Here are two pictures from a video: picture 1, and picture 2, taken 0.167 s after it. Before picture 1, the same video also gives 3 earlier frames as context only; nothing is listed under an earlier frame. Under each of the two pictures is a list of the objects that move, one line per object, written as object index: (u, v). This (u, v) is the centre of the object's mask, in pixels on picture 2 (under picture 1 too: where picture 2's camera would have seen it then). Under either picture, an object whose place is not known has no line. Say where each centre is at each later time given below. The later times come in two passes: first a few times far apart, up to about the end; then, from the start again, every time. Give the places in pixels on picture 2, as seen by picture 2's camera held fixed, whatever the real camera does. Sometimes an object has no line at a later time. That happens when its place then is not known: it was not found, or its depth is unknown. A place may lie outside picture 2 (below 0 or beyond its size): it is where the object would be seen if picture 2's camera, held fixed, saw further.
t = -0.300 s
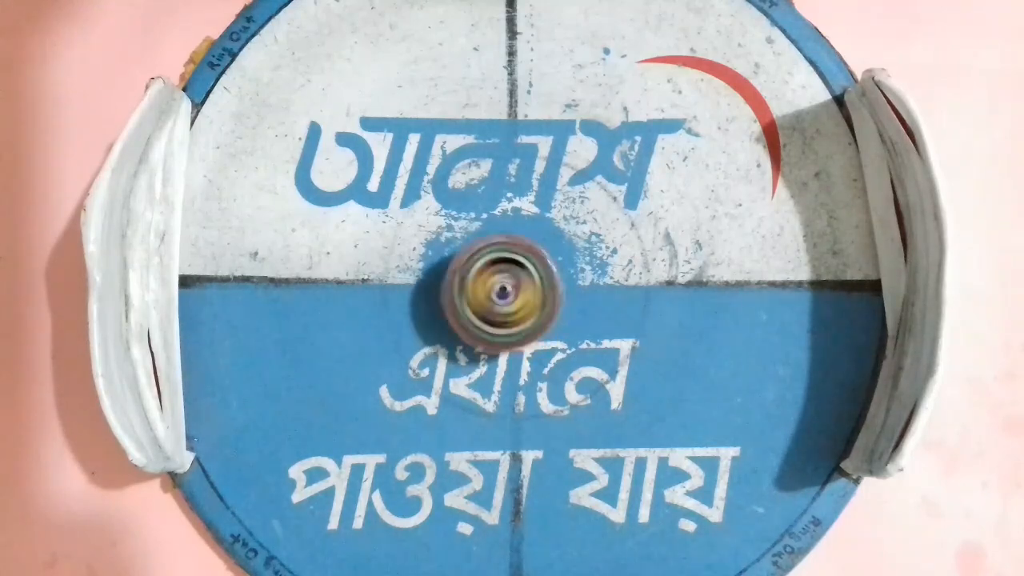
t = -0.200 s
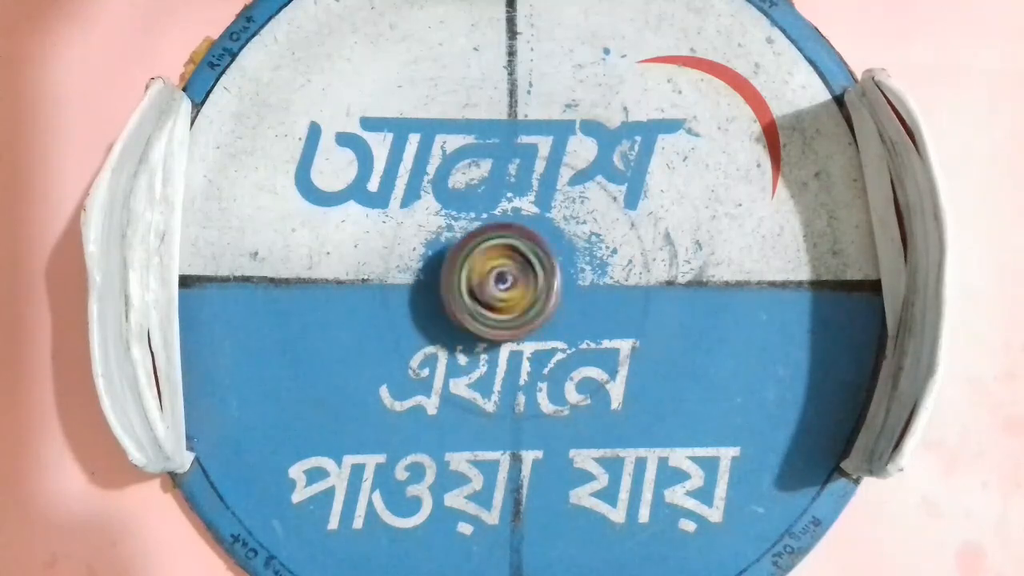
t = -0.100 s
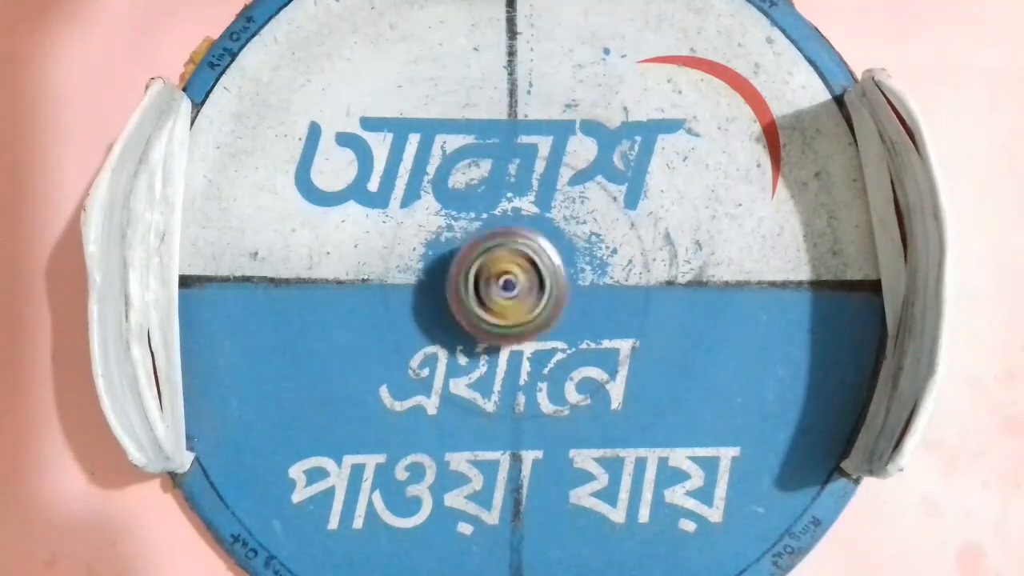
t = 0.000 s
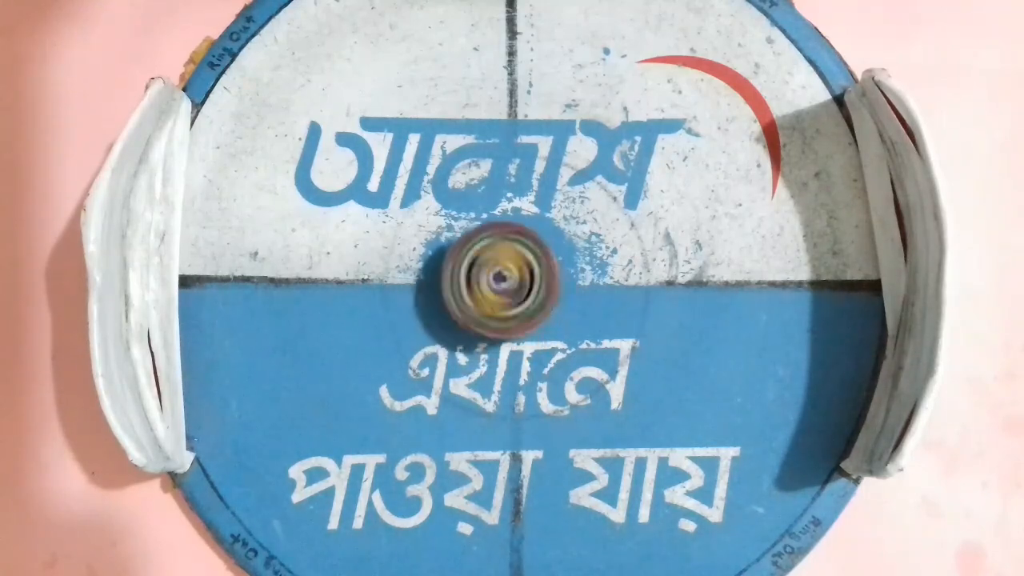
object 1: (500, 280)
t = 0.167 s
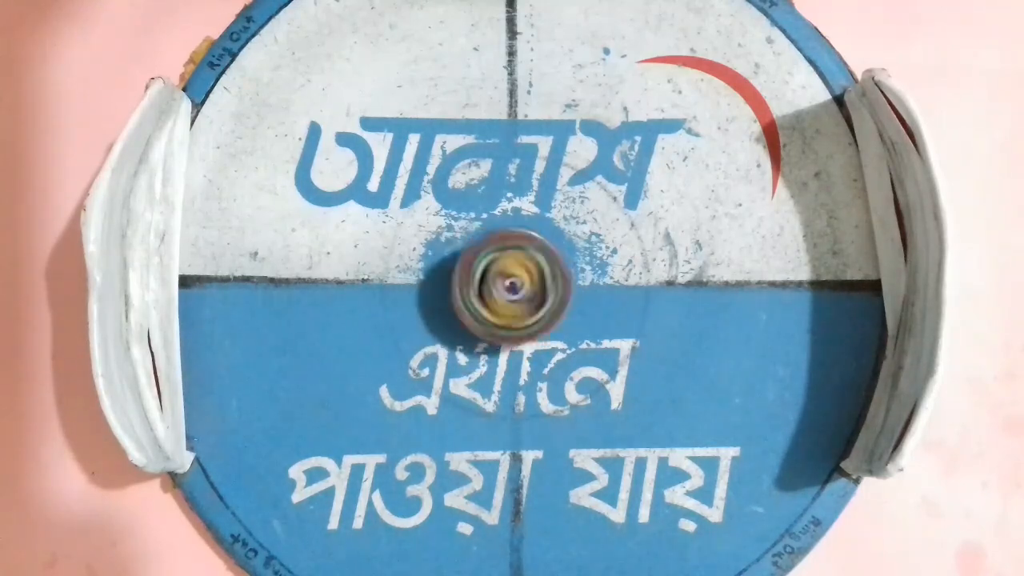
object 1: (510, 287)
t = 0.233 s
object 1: (504, 282)
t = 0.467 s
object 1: (505, 287)
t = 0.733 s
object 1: (494, 293)
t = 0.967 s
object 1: (484, 293)
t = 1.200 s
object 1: (487, 287)
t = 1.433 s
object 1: (500, 286)
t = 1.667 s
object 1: (505, 292)
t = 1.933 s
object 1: (498, 294)
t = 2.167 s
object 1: (496, 284)
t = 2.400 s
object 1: (492, 285)
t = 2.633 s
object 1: (492, 300)
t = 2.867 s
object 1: (500, 302)
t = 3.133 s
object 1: (510, 294)
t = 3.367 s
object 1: (497, 294)
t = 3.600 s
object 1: (496, 298)
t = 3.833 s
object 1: (501, 282)
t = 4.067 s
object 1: (496, 286)
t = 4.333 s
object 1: (505, 277)
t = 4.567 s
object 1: (508, 282)
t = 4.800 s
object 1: (504, 286)
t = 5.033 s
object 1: (521, 288)
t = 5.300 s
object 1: (509, 288)
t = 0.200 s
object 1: (505, 287)
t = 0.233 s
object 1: (504, 282)
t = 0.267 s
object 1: (508, 278)
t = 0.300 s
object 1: (514, 276)
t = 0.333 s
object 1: (517, 280)
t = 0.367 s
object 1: (517, 285)
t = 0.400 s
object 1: (512, 289)
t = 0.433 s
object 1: (508, 289)
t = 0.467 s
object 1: (505, 287)
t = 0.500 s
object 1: (506, 284)
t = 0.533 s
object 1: (509, 282)
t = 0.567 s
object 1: (513, 285)
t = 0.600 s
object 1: (512, 290)
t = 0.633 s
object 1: (509, 295)
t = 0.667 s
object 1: (502, 298)
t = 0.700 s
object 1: (496, 296)
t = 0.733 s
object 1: (494, 293)
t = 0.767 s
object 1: (495, 289)
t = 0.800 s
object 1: (499, 288)
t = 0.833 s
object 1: (502, 289)
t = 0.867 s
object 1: (501, 295)
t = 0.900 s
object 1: (496, 298)
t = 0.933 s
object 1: (488, 297)
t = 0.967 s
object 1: (484, 293)
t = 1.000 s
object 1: (484, 286)
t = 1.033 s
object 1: (488, 281)
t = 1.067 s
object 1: (493, 280)
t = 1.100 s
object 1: (496, 282)
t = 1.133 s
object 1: (495, 286)
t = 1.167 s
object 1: (491, 288)
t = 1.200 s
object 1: (487, 287)
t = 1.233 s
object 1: (486, 282)
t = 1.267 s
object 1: (487, 277)
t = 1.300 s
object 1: (493, 273)
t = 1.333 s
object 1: (499, 273)
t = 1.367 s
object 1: (505, 278)
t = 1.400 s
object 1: (503, 283)
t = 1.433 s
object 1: (500, 286)
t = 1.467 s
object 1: (497, 286)
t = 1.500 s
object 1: (494, 282)
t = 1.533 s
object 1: (496, 278)
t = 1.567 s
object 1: (500, 277)
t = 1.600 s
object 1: (505, 279)
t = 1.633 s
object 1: (507, 285)
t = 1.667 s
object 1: (505, 292)
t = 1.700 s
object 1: (500, 296)
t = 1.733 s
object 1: (494, 296)
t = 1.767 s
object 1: (491, 295)
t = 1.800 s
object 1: (490, 292)
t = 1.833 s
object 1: (491, 289)
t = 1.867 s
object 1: (494, 290)
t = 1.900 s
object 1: (496, 290)
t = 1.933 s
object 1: (498, 294)
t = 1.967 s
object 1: (494, 299)
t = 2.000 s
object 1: (488, 300)
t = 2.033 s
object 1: (484, 298)
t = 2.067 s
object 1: (481, 293)
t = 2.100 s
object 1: (483, 287)
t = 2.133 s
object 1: (489, 282)
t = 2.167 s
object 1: (496, 284)
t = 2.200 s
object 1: (499, 288)
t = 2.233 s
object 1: (498, 293)
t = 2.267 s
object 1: (495, 295)
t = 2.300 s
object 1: (492, 294)
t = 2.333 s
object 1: (491, 291)
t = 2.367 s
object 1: (491, 288)
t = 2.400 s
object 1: (492, 285)
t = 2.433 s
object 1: (497, 285)
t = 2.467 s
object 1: (503, 287)
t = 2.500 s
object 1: (505, 292)
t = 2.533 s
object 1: (504, 298)
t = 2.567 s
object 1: (499, 303)
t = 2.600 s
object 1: (494, 302)
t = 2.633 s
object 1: (492, 300)
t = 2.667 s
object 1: (491, 297)
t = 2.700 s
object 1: (492, 294)
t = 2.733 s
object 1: (496, 292)
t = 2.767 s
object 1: (501, 292)
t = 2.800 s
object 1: (503, 296)
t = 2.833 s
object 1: (503, 300)
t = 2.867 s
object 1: (500, 302)
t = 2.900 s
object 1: (496, 302)
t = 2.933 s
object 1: (493, 300)
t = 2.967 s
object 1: (492, 297)
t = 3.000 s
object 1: (492, 293)
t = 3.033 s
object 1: (495, 289)
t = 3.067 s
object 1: (501, 289)
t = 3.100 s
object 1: (505, 291)
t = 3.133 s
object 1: (510, 294)
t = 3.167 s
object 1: (509, 300)
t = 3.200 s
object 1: (505, 302)
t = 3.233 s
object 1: (502, 302)
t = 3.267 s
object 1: (499, 302)
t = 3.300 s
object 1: (496, 299)
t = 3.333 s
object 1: (495, 297)
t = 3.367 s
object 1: (497, 294)
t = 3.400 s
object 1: (500, 293)
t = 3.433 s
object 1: (503, 292)
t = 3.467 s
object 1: (504, 294)
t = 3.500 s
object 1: (504, 295)
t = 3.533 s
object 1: (503, 298)
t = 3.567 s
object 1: (499, 299)
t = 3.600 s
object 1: (496, 298)
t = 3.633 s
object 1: (493, 297)
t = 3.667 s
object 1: (491, 294)
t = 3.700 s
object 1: (491, 292)
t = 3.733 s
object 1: (490, 288)
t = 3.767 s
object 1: (494, 285)
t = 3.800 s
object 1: (496, 283)
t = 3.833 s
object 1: (501, 282)
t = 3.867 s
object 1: (503, 284)
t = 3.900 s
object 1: (504, 285)
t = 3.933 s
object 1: (503, 287)
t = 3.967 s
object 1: (501, 289)
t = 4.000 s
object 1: (498, 289)
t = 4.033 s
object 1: (496, 288)
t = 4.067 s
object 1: (496, 286)
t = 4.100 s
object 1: (496, 285)
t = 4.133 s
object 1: (495, 283)
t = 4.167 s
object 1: (496, 281)
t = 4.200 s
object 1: (497, 280)
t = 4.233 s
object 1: (498, 279)
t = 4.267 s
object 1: (501, 278)
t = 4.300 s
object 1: (503, 277)
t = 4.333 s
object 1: (505, 277)
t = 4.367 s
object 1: (507, 278)
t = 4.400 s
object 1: (508, 279)
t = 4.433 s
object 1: (509, 280)
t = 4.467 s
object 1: (510, 282)
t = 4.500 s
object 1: (509, 282)
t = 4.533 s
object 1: (509, 281)
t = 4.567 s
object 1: (508, 282)
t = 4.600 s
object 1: (509, 281)
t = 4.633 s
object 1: (509, 280)
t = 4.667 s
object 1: (510, 280)
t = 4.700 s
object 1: (511, 280)
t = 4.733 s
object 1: (507, 281)
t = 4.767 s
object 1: (502, 287)
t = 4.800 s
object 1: (504, 286)
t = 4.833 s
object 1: (505, 287)
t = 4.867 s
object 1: (508, 288)
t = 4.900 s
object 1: (511, 288)
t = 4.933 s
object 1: (514, 289)
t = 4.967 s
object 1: (517, 289)
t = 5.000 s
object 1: (519, 288)
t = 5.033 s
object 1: (521, 288)
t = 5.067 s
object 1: (519, 288)
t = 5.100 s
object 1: (520, 288)
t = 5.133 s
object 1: (520, 289)
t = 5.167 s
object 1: (518, 288)
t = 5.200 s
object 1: (516, 288)
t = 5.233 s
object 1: (513, 288)
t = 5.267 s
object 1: (512, 287)
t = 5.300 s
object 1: (509, 288)
